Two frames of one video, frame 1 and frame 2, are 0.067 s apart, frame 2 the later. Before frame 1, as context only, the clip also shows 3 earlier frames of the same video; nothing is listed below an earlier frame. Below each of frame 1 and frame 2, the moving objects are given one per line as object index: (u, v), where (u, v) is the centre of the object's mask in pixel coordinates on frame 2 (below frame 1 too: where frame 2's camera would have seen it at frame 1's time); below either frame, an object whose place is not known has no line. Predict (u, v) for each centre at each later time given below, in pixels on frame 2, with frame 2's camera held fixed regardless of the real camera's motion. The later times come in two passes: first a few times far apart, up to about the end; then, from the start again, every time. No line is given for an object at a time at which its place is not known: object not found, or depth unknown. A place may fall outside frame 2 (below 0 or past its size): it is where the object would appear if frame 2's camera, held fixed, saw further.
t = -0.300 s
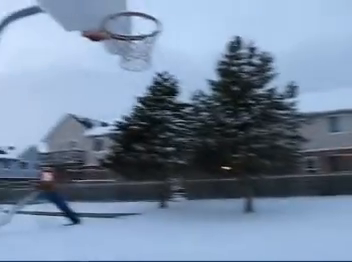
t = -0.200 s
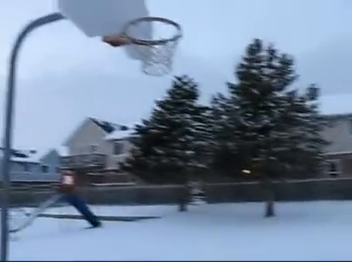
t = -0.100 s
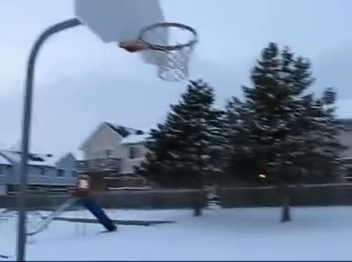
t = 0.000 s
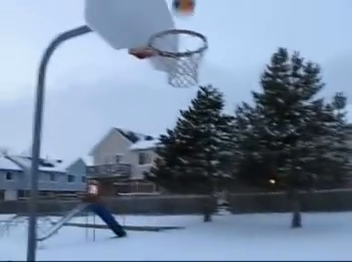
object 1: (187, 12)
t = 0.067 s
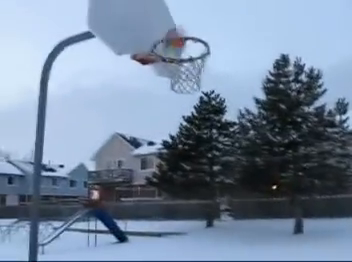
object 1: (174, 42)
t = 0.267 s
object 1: (177, 75)
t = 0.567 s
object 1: (206, 146)
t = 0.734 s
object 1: (224, 232)
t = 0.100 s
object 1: (170, 58)
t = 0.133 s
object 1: (168, 68)
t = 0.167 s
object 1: (170, 70)
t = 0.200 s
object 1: (173, 70)
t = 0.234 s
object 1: (175, 72)
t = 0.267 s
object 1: (177, 75)
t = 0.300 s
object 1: (180, 76)
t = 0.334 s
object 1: (183, 80)
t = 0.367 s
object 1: (186, 85)
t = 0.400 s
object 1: (189, 93)
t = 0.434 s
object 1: (191, 100)
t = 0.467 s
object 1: (196, 111)
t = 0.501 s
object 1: (200, 120)
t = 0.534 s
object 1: (202, 130)
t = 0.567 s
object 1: (206, 146)
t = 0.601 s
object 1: (209, 163)
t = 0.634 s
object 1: (213, 182)
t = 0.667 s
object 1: (215, 199)
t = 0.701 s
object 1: (221, 214)
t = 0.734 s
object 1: (224, 232)
